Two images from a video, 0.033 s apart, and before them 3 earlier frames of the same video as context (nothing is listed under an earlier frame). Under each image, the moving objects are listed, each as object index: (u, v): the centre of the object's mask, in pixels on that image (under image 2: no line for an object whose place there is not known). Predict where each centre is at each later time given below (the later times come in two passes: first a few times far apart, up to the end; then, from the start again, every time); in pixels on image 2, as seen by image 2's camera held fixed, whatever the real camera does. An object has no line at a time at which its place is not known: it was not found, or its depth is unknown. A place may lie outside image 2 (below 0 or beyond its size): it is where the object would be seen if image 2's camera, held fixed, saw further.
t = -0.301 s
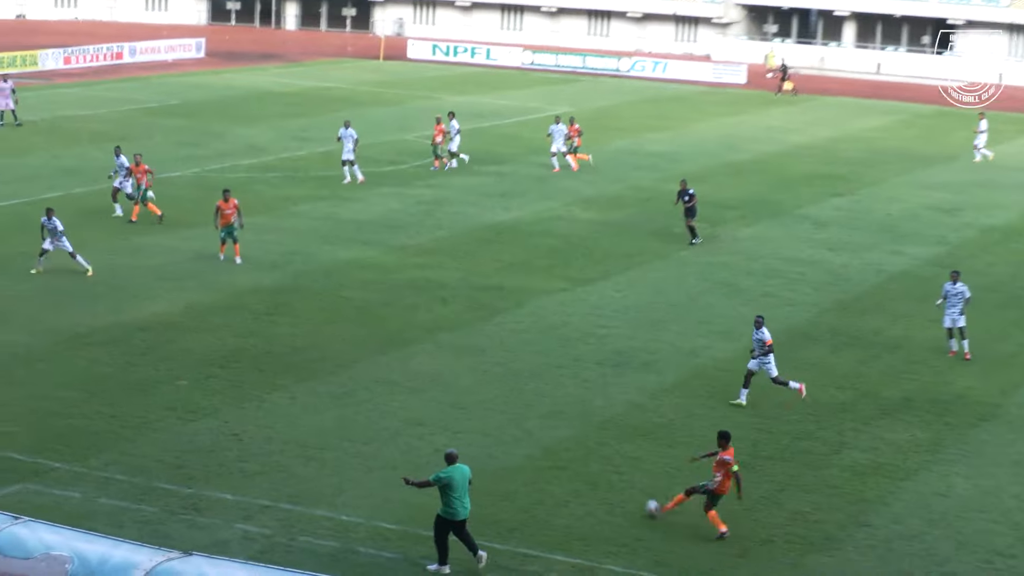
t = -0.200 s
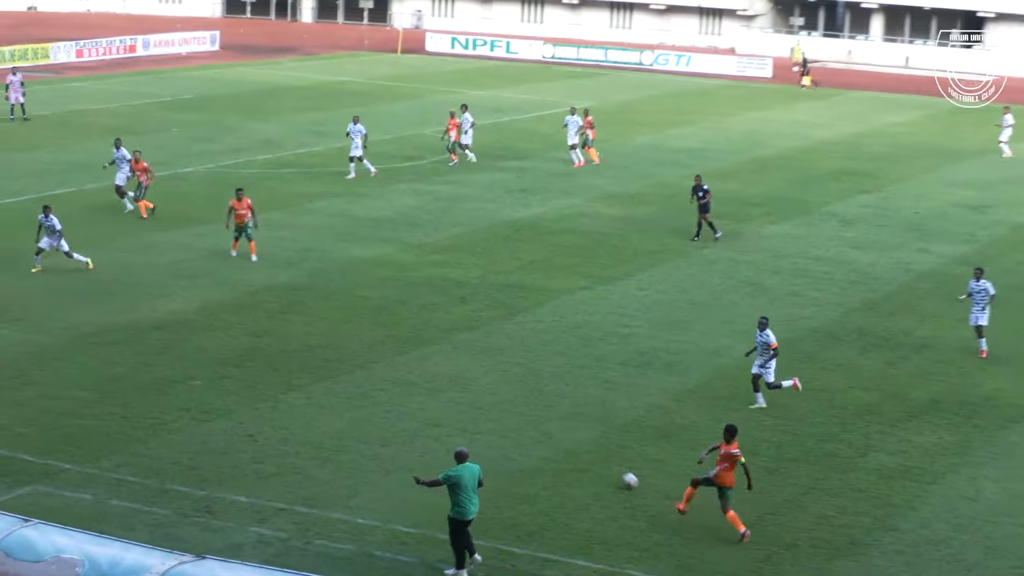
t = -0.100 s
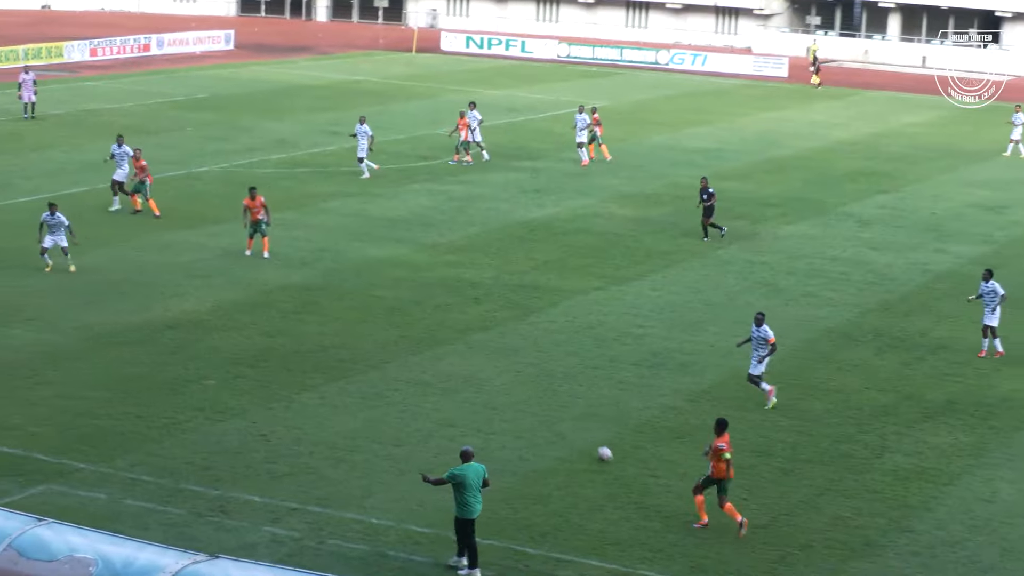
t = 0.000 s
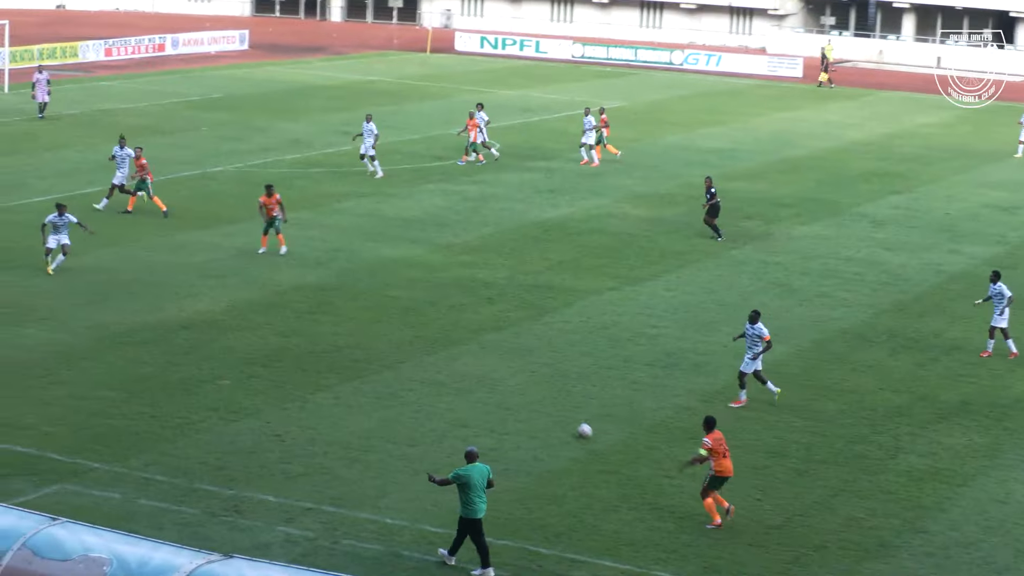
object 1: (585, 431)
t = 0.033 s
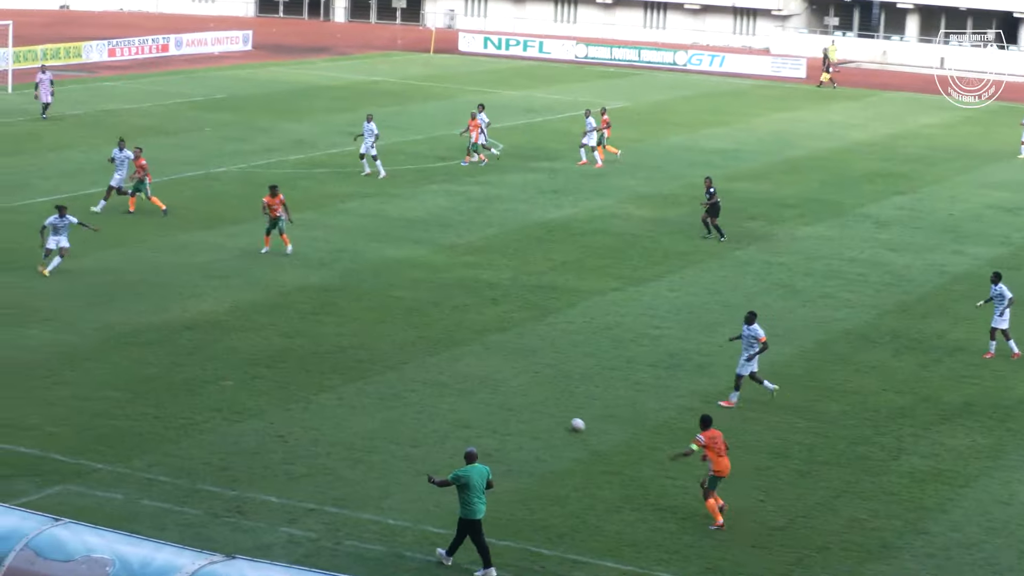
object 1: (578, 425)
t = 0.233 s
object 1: (527, 388)
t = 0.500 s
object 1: (481, 350)
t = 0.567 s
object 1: (473, 344)
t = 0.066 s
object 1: (568, 418)
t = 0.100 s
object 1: (559, 412)
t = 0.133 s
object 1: (550, 405)
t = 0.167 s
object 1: (542, 399)
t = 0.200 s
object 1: (534, 394)
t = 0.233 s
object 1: (527, 388)
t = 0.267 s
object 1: (521, 381)
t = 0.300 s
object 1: (515, 375)
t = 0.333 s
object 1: (508, 371)
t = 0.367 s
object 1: (503, 366)
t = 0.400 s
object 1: (496, 363)
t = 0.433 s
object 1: (491, 359)
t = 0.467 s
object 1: (486, 355)
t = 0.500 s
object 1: (481, 350)
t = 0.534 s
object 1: (477, 346)
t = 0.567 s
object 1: (473, 344)
